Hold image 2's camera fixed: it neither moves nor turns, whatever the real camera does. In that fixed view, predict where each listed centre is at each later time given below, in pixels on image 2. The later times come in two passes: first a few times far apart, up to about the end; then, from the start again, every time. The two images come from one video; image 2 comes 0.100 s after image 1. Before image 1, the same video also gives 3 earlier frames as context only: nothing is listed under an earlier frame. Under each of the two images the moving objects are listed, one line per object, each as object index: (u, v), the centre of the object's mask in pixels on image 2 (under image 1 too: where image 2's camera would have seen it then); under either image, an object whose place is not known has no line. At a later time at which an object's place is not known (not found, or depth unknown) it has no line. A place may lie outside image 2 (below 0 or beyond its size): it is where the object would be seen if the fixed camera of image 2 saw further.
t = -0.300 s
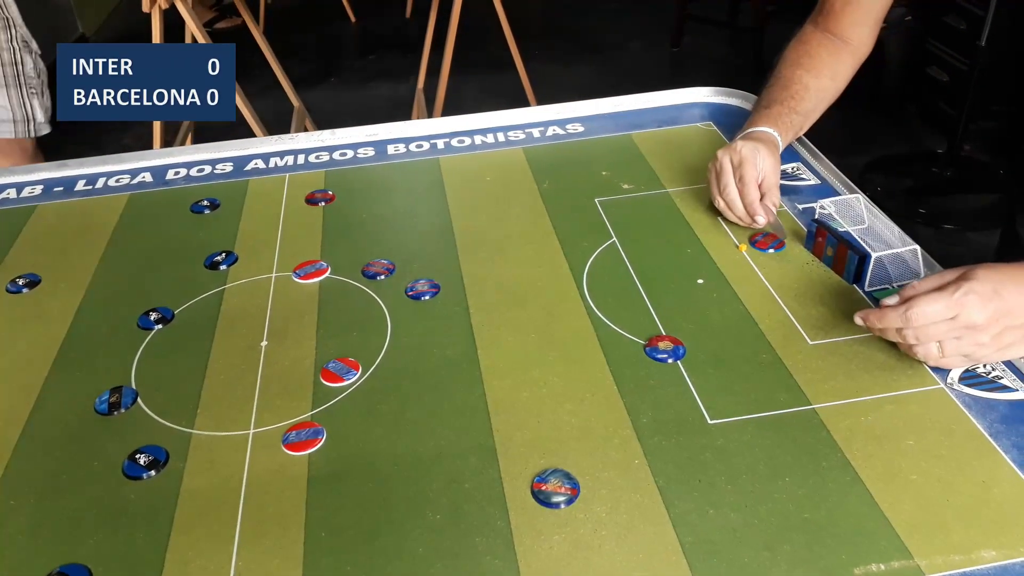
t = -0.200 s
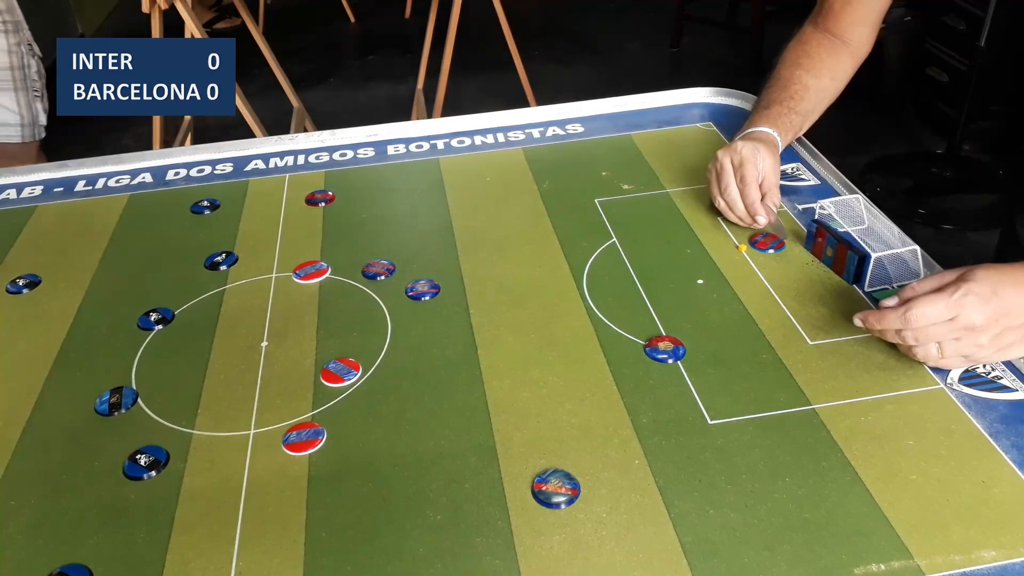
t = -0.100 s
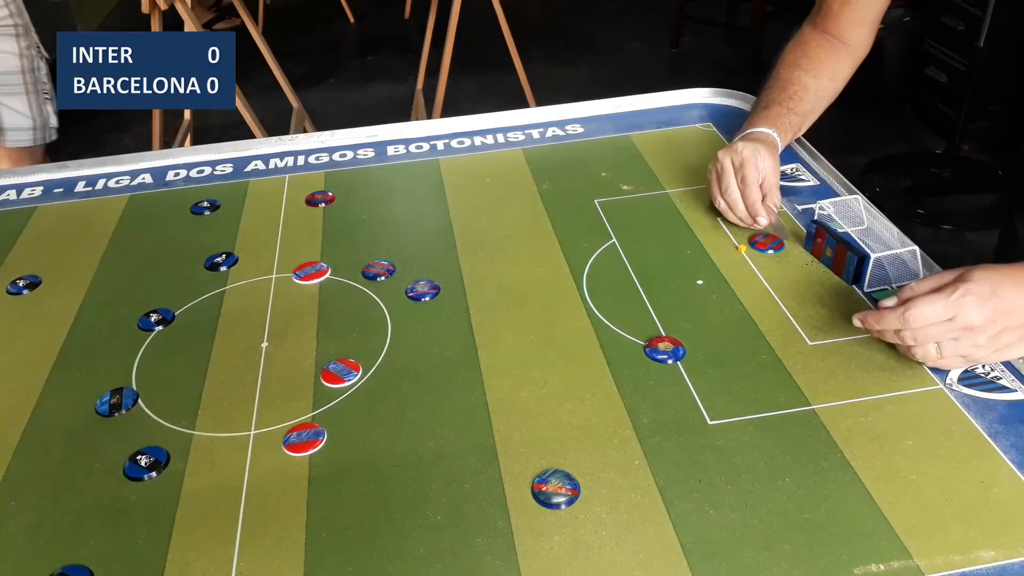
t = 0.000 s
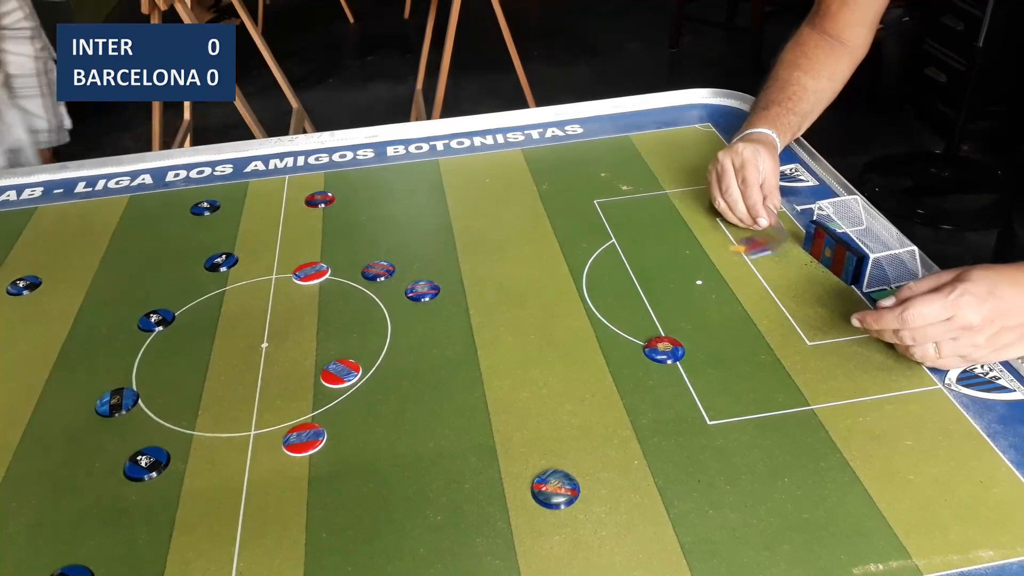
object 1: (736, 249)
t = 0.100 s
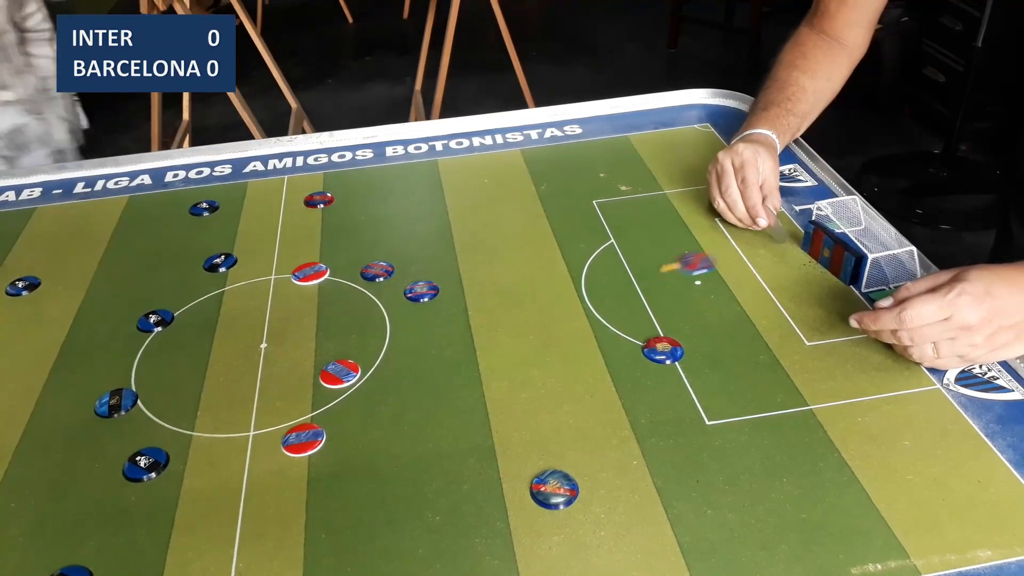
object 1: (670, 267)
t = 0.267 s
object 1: (593, 292)
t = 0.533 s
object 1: (517, 339)
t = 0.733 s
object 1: (498, 353)
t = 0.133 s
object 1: (652, 272)
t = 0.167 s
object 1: (635, 277)
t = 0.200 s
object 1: (619, 282)
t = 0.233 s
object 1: (605, 287)
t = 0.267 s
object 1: (593, 292)
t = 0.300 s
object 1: (578, 301)
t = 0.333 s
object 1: (567, 308)
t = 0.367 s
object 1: (556, 314)
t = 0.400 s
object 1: (547, 320)
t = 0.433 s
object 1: (539, 326)
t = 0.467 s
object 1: (531, 331)
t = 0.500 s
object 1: (523, 336)
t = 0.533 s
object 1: (517, 339)
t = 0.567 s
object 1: (511, 343)
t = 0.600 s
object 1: (508, 346)
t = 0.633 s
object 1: (504, 348)
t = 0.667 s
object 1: (502, 350)
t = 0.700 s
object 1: (500, 351)
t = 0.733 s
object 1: (498, 353)
